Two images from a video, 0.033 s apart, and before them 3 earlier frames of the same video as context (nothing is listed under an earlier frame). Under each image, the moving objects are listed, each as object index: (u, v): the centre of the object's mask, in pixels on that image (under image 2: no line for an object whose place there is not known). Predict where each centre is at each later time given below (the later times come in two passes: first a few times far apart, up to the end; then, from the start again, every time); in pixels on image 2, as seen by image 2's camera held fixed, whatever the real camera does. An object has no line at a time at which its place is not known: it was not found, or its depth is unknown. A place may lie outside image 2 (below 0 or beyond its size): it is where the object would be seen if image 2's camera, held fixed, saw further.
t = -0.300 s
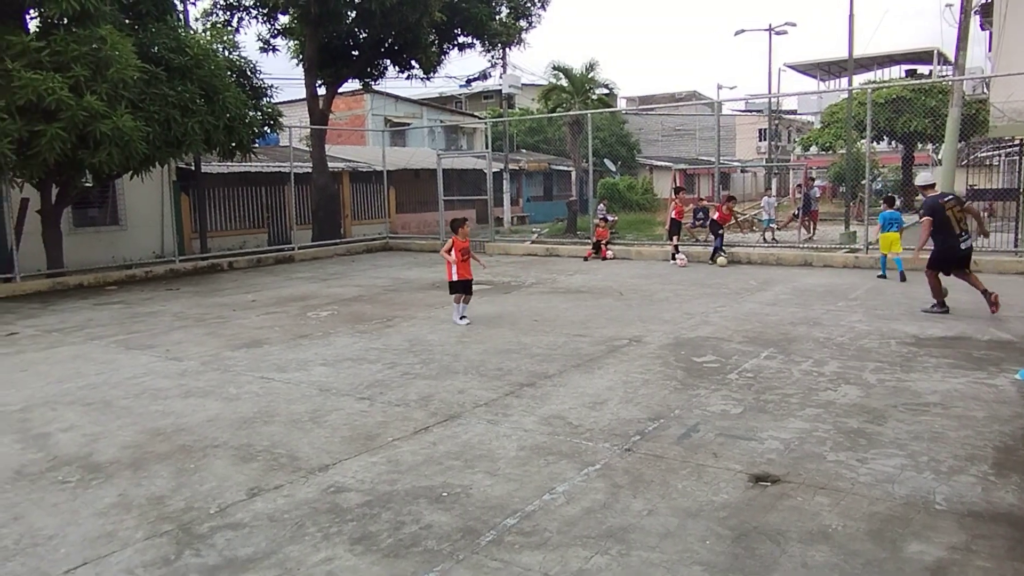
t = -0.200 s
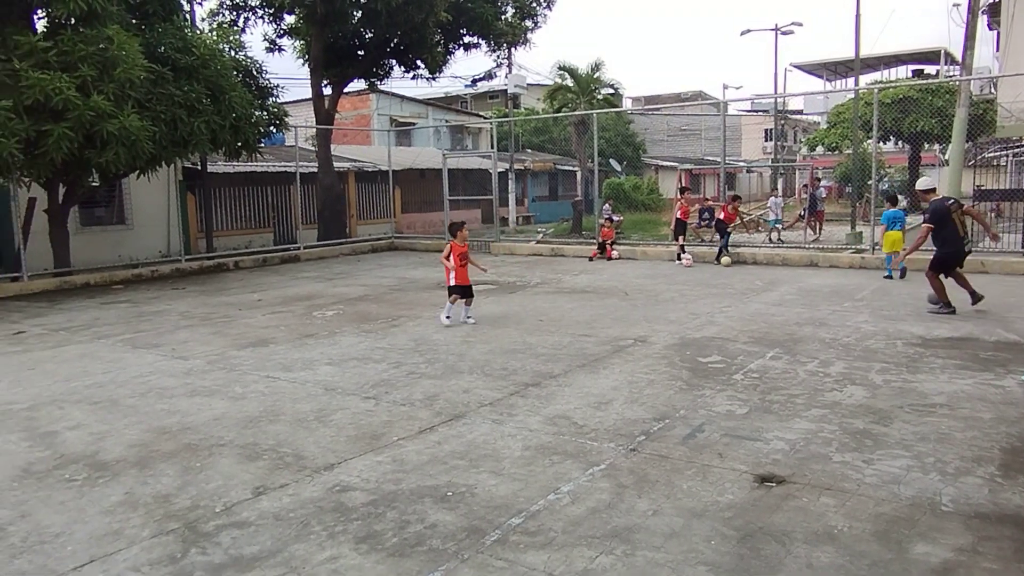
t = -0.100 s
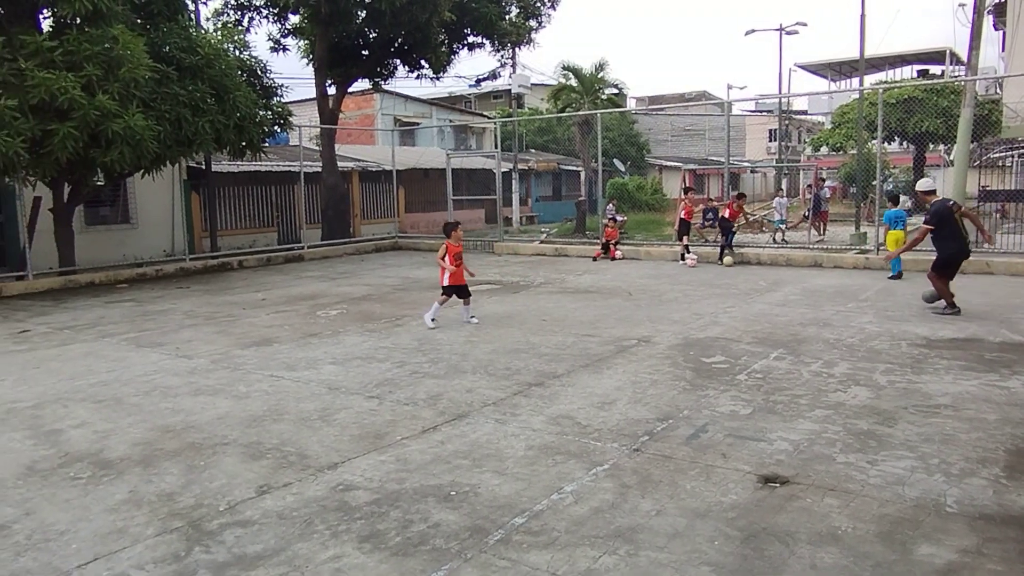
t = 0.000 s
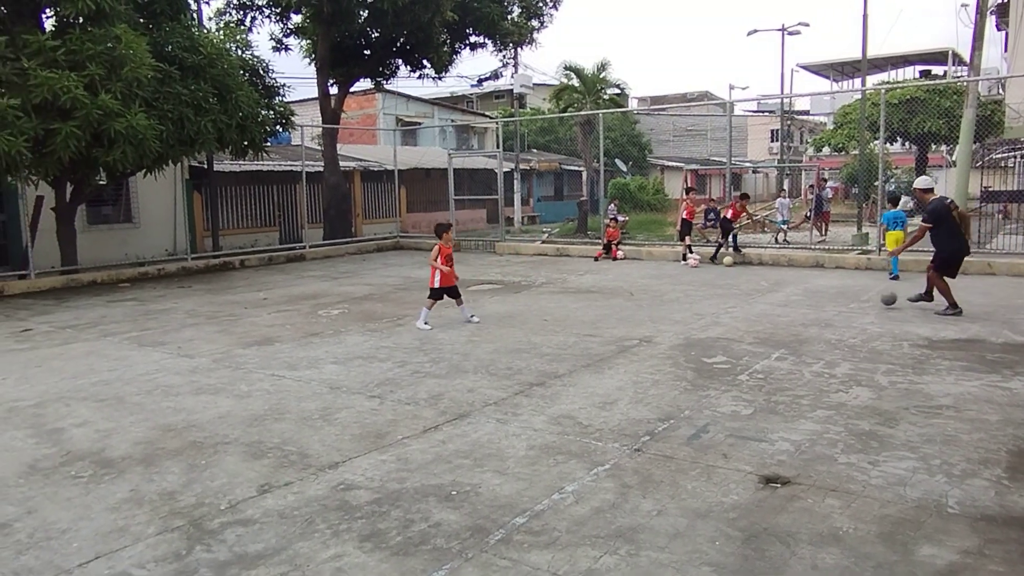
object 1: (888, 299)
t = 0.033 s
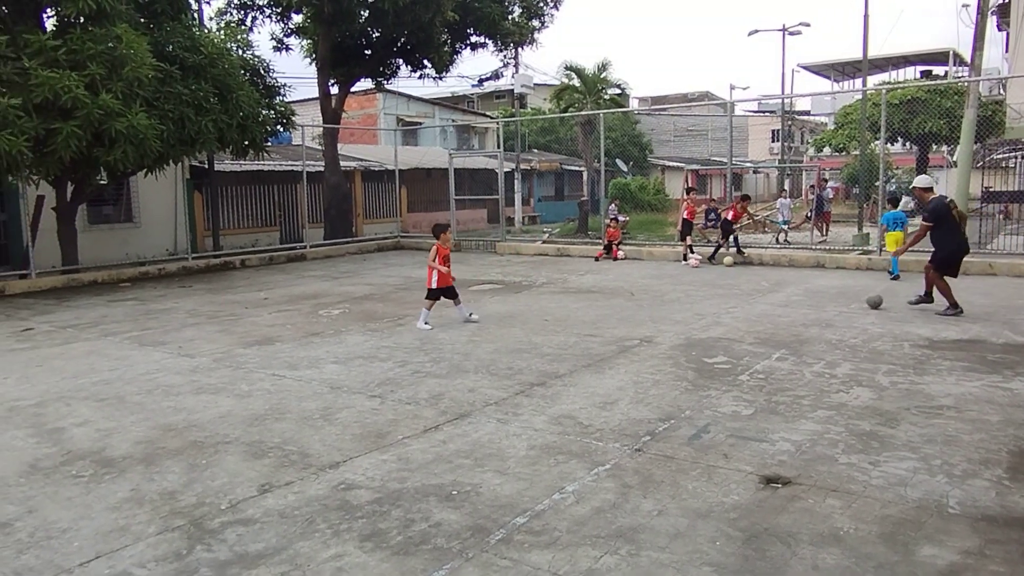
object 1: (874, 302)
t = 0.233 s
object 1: (804, 301)
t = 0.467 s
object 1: (746, 300)
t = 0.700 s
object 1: (695, 298)
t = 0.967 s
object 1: (639, 299)
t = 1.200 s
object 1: (594, 301)
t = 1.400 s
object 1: (557, 301)
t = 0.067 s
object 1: (862, 301)
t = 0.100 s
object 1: (850, 299)
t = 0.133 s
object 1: (838, 298)
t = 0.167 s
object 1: (827, 298)
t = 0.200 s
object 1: (815, 300)
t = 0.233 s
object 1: (804, 301)
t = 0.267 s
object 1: (794, 301)
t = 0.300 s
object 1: (786, 300)
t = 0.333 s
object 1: (778, 299)
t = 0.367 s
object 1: (770, 299)
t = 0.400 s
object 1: (762, 300)
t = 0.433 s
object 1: (754, 301)
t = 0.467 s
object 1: (746, 300)
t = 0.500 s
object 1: (739, 299)
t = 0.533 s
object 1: (731, 299)
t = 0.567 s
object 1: (724, 300)
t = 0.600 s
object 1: (716, 302)
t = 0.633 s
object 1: (709, 301)
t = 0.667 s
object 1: (702, 299)
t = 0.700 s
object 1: (695, 298)
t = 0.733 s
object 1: (688, 298)
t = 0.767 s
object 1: (680, 299)
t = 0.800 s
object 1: (673, 301)
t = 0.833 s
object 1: (666, 301)
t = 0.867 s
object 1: (660, 300)
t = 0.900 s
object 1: (653, 299)
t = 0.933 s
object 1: (646, 298)
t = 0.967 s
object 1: (639, 299)
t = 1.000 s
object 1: (633, 301)
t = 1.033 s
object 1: (626, 301)
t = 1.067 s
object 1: (620, 299)
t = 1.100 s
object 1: (614, 299)
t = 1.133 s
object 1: (607, 299)
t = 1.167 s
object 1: (601, 300)
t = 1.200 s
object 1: (594, 301)
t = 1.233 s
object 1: (588, 301)
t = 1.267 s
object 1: (582, 300)
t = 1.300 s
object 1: (575, 300)
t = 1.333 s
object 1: (569, 300)
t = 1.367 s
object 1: (563, 301)
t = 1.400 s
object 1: (557, 301)
